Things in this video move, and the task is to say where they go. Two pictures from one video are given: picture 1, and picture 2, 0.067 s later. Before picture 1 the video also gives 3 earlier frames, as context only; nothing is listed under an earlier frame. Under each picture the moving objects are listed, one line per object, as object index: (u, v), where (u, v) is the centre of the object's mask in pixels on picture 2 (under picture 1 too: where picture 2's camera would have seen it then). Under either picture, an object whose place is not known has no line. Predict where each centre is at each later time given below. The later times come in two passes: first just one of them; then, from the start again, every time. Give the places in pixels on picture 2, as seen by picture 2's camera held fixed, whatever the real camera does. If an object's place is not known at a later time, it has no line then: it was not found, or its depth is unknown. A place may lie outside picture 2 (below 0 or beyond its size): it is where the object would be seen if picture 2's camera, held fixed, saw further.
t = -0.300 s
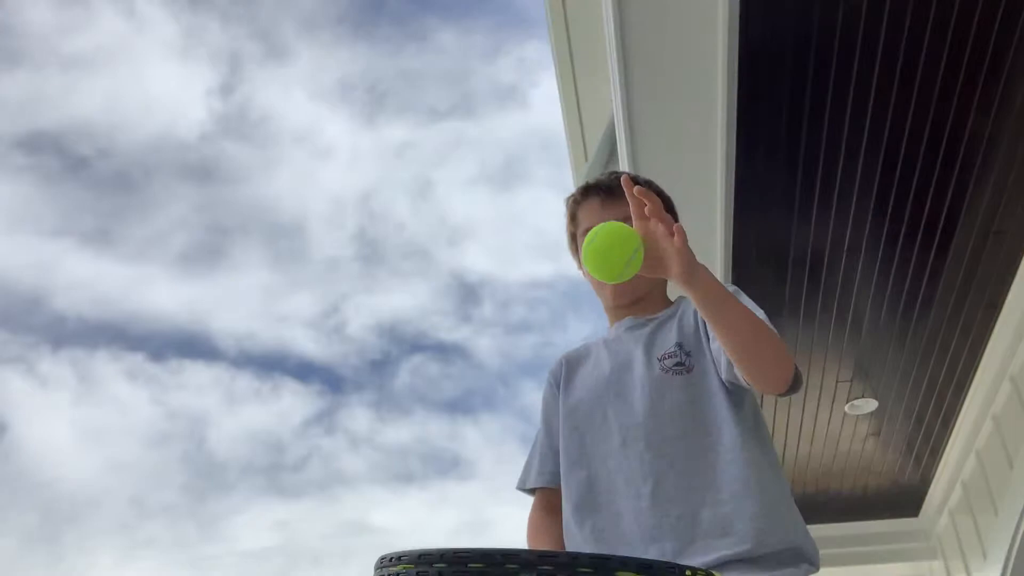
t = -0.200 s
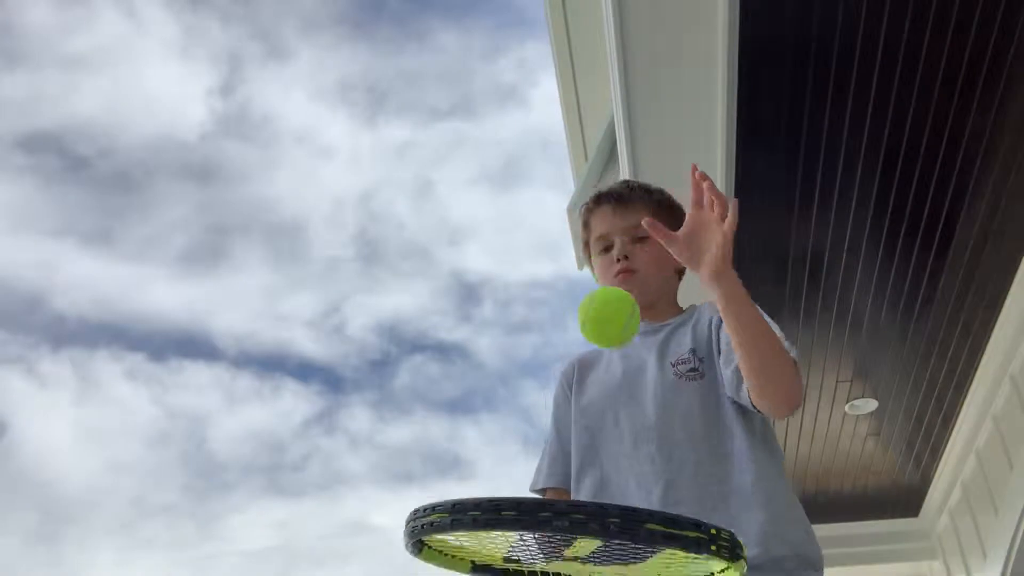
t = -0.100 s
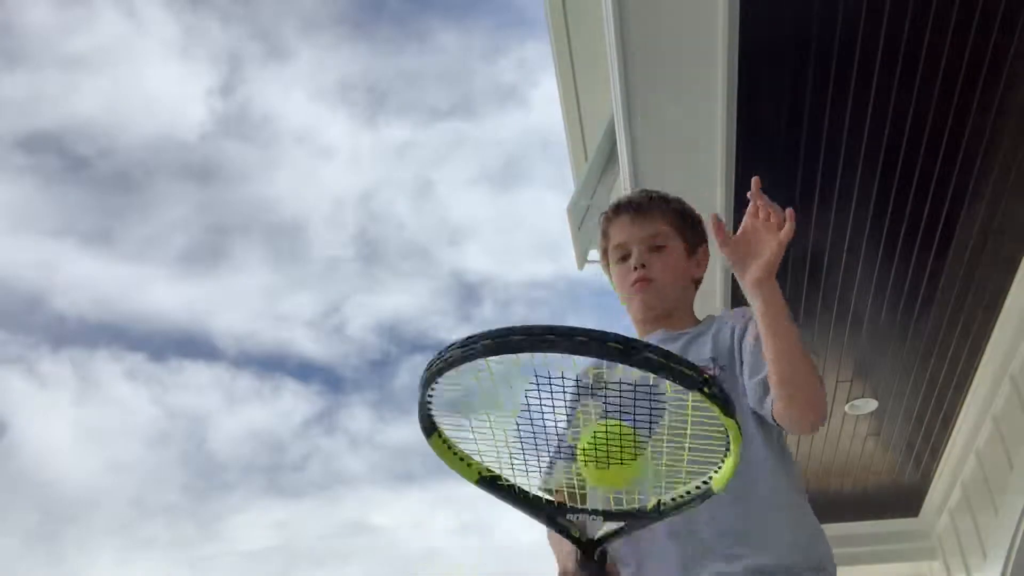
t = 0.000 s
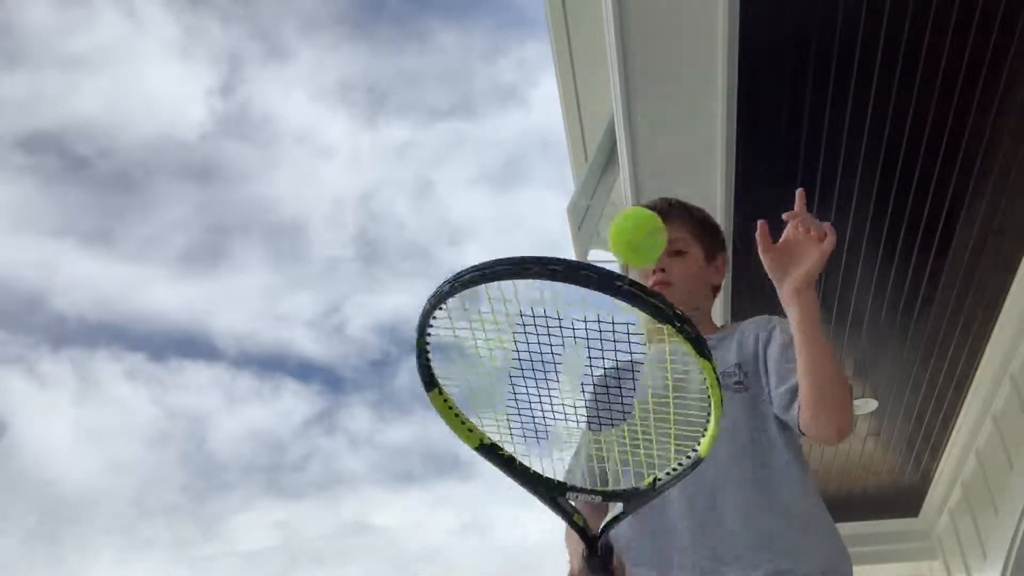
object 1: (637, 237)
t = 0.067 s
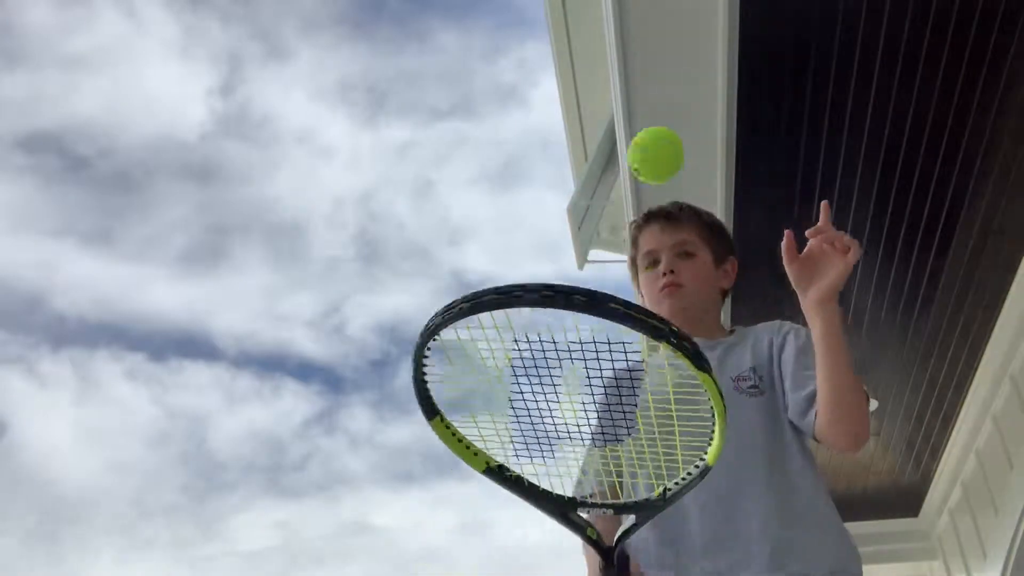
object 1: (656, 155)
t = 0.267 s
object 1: (728, 83)
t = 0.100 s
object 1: (665, 127)
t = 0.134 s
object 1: (676, 105)
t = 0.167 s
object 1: (687, 91)
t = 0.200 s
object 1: (699, 82)
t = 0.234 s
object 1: (713, 79)
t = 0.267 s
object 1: (728, 83)
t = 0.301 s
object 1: (744, 93)
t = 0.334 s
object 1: (762, 109)
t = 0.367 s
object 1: (782, 134)
